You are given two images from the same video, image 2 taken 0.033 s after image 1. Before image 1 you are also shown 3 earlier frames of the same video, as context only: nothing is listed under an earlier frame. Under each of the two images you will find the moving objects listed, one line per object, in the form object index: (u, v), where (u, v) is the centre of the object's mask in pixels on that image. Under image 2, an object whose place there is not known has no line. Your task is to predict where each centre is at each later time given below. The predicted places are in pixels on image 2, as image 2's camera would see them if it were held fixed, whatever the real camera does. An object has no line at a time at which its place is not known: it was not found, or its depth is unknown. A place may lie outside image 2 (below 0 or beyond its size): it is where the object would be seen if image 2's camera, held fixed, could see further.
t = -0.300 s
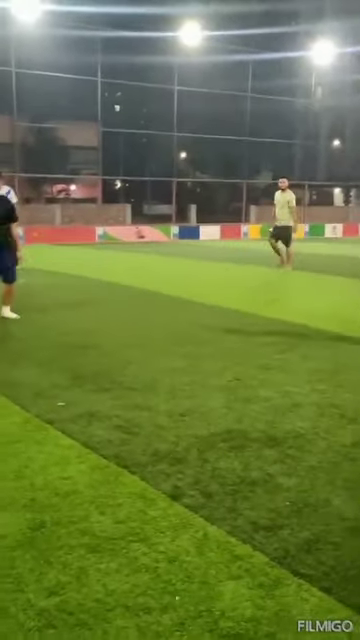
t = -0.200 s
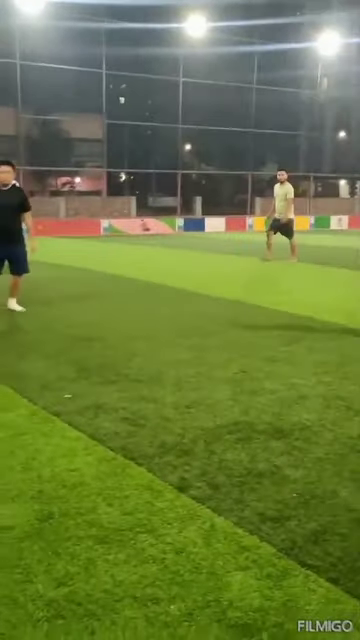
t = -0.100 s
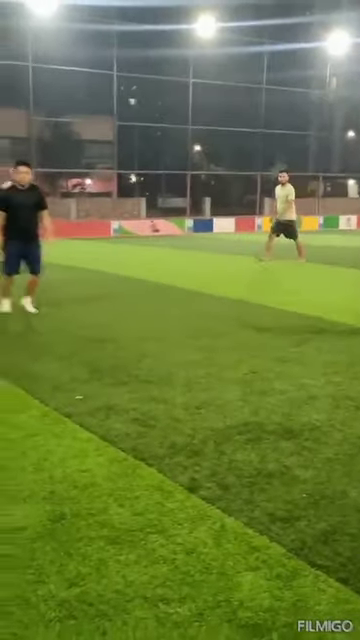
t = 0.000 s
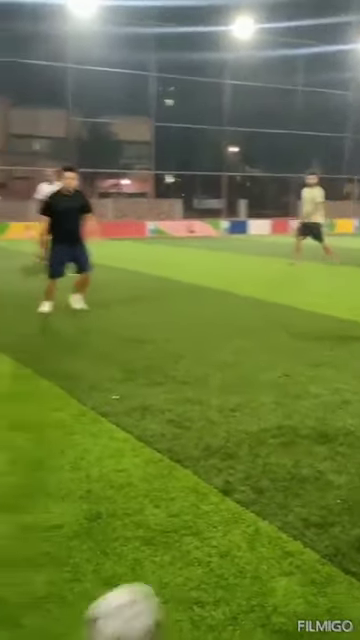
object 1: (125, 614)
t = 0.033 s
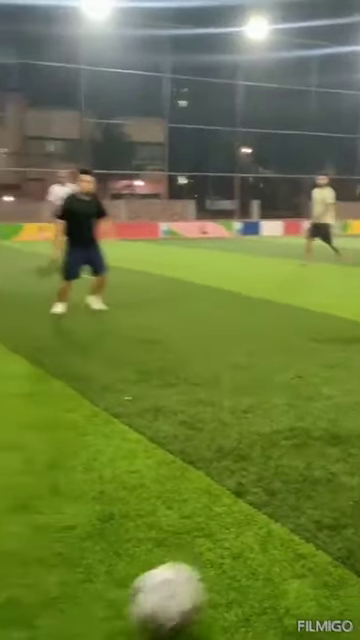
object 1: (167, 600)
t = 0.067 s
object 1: (195, 576)
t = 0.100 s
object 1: (219, 560)
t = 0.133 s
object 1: (244, 548)
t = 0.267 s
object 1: (308, 516)
